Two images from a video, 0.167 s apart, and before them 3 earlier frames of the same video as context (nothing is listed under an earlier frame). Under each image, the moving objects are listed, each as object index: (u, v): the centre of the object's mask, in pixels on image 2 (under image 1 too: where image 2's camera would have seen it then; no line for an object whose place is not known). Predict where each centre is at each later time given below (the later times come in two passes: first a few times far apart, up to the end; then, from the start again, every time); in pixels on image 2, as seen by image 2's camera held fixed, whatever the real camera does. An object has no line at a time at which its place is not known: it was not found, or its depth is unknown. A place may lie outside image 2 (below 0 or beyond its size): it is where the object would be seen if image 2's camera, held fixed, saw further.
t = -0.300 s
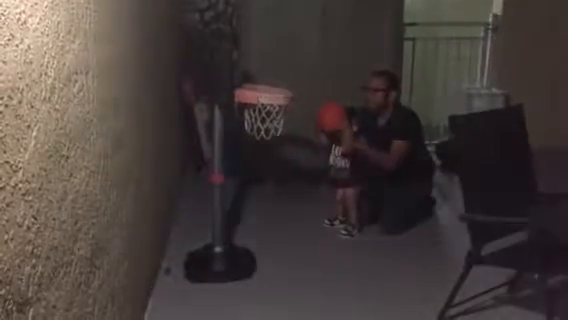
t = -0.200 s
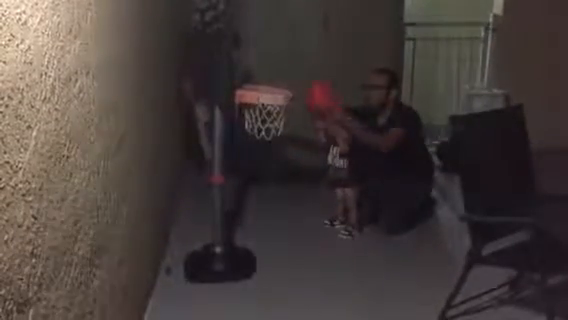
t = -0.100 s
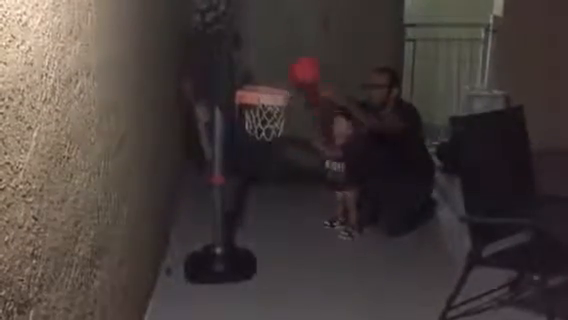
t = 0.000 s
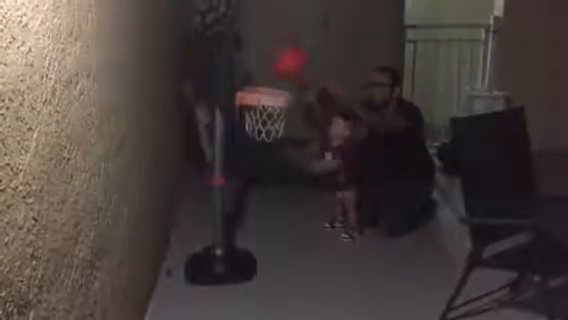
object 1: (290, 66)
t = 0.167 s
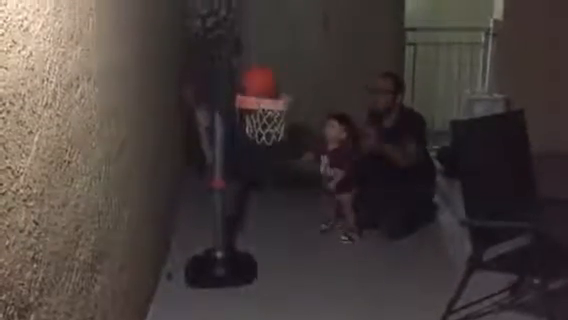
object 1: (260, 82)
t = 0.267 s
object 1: (268, 84)
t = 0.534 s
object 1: (270, 159)
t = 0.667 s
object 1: (271, 240)
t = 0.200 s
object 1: (264, 83)
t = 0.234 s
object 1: (266, 83)
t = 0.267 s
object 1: (268, 84)
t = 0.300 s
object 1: (269, 86)
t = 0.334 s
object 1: (270, 89)
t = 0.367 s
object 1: (271, 91)
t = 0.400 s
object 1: (271, 94)
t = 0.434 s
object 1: (275, 94)
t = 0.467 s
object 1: (277, 131)
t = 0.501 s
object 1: (269, 147)
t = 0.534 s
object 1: (270, 159)
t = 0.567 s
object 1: (270, 172)
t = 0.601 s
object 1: (269, 192)
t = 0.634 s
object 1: (269, 213)
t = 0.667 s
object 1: (271, 240)
